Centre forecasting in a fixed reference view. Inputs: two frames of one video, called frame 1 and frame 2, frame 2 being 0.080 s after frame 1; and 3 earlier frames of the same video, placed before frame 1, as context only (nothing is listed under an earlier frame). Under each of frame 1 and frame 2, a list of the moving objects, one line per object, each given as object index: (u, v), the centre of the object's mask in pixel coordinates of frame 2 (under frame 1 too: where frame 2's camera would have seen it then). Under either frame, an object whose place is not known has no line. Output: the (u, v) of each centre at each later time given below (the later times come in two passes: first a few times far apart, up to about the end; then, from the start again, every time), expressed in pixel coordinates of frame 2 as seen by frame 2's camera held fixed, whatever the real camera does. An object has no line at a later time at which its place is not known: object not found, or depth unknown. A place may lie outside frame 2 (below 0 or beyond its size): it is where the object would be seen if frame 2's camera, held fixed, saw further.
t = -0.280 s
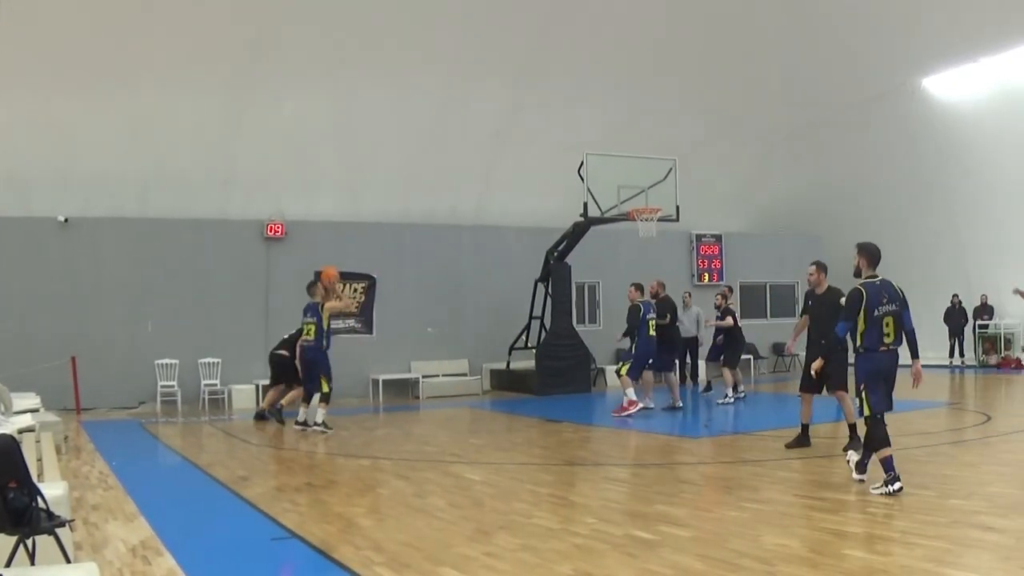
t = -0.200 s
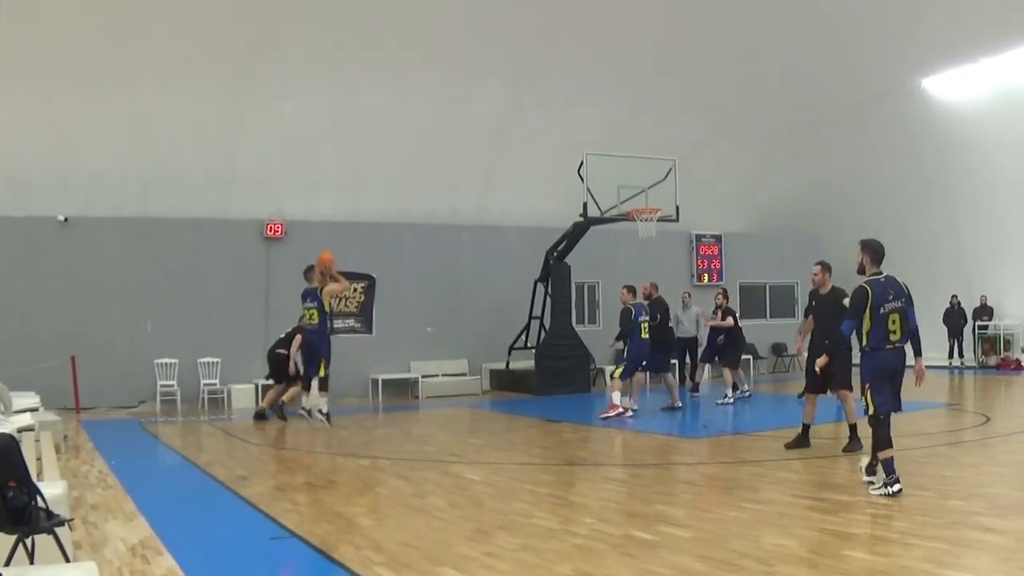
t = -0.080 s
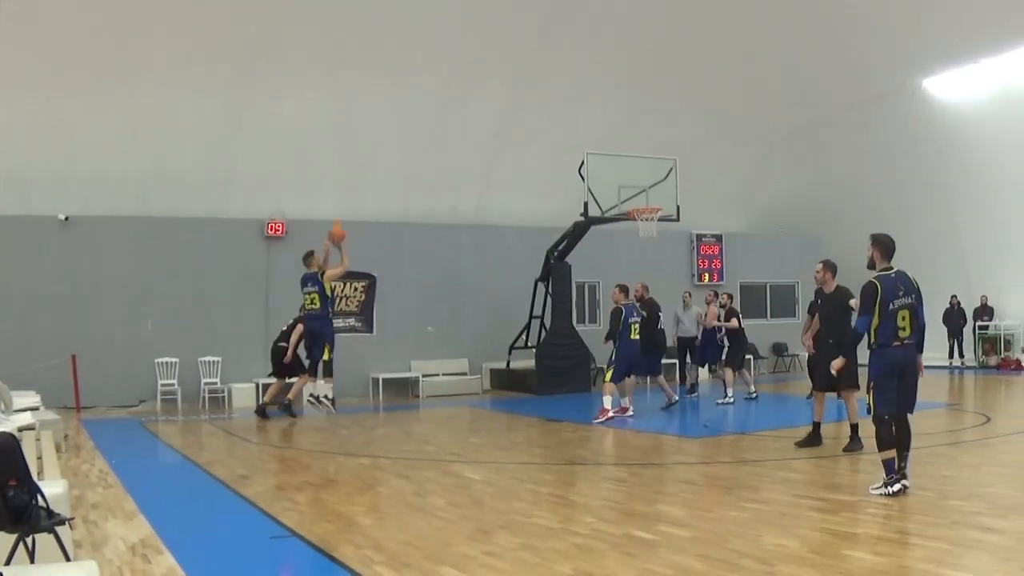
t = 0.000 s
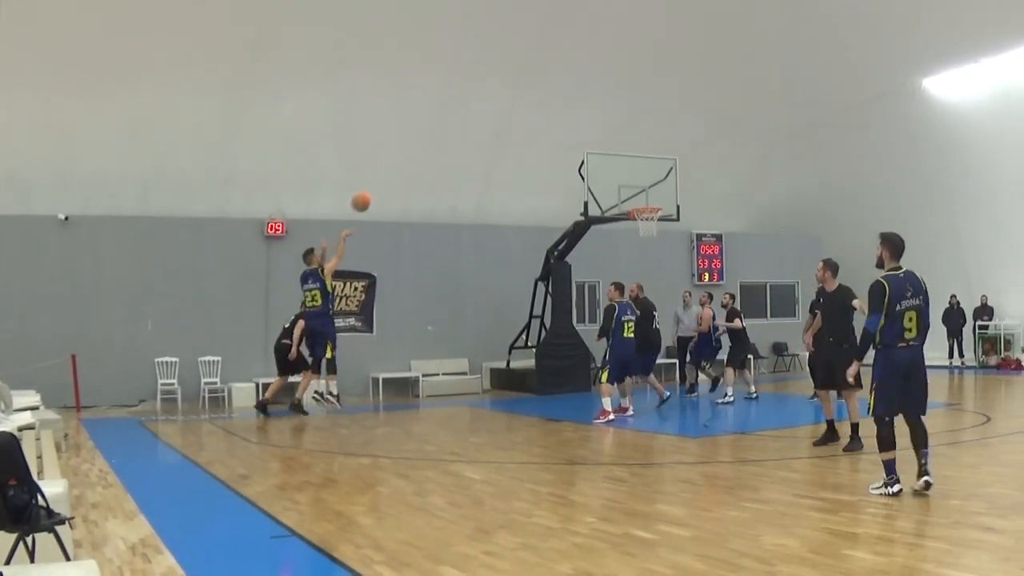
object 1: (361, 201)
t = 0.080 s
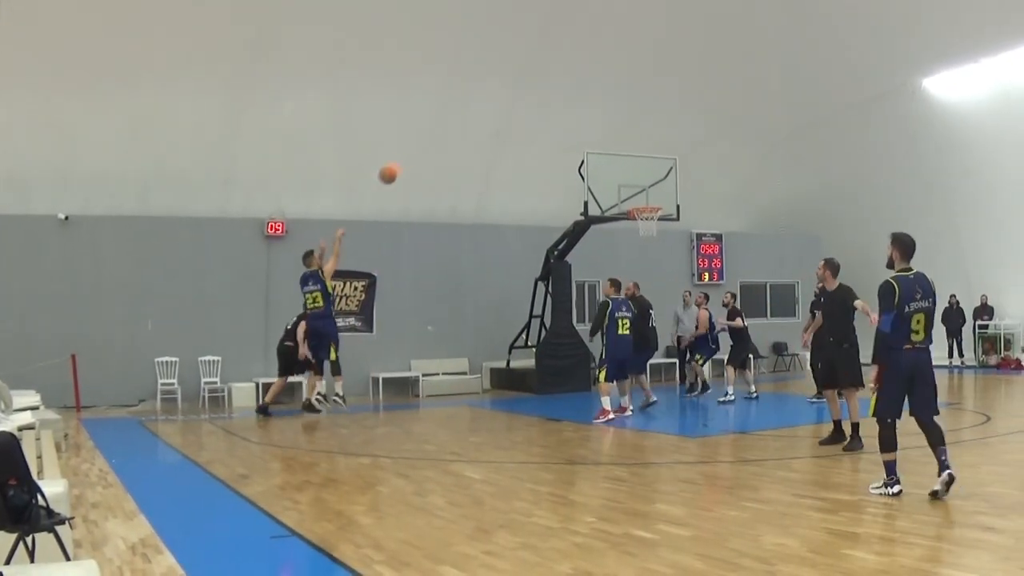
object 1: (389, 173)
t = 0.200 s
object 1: (427, 143)
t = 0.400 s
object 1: (488, 118)
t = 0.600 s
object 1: (544, 119)
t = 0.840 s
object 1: (607, 153)
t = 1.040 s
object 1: (655, 207)
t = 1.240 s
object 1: (633, 229)
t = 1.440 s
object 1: (616, 258)
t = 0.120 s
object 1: (402, 162)
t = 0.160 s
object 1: (414, 152)
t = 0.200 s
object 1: (427, 143)
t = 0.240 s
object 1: (440, 137)
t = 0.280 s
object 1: (452, 130)
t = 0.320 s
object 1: (464, 125)
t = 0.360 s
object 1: (476, 121)
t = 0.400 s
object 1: (488, 118)
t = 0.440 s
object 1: (500, 116)
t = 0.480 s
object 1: (511, 115)
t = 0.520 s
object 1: (523, 115)
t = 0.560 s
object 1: (534, 117)
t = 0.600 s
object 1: (544, 119)
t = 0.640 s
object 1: (555, 122)
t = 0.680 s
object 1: (565, 127)
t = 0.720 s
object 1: (576, 132)
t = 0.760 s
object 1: (586, 138)
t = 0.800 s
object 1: (596, 145)
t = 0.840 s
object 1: (607, 153)
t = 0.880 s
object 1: (617, 162)
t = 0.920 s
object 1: (626, 172)
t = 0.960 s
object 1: (637, 184)
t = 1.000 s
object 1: (645, 194)
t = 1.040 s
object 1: (655, 207)
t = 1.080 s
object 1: (651, 215)
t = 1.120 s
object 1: (645, 222)
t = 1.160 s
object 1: (640, 224)
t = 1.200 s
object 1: (637, 227)
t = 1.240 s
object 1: (633, 229)
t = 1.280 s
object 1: (630, 233)
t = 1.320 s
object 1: (627, 237)
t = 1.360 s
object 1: (623, 243)
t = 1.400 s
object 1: (619, 250)
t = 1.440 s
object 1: (616, 258)
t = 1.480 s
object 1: (613, 267)
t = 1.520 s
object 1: (609, 277)
